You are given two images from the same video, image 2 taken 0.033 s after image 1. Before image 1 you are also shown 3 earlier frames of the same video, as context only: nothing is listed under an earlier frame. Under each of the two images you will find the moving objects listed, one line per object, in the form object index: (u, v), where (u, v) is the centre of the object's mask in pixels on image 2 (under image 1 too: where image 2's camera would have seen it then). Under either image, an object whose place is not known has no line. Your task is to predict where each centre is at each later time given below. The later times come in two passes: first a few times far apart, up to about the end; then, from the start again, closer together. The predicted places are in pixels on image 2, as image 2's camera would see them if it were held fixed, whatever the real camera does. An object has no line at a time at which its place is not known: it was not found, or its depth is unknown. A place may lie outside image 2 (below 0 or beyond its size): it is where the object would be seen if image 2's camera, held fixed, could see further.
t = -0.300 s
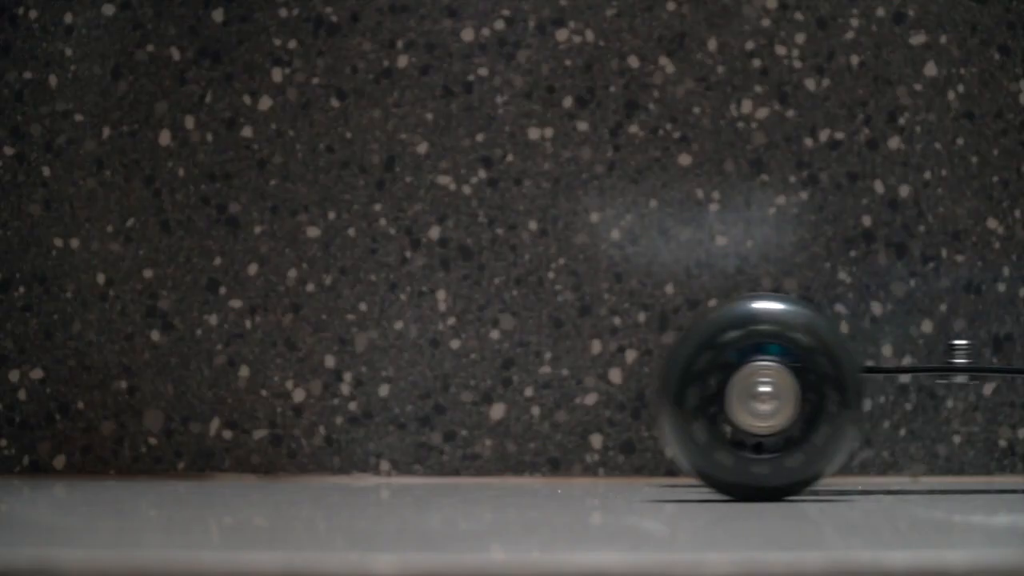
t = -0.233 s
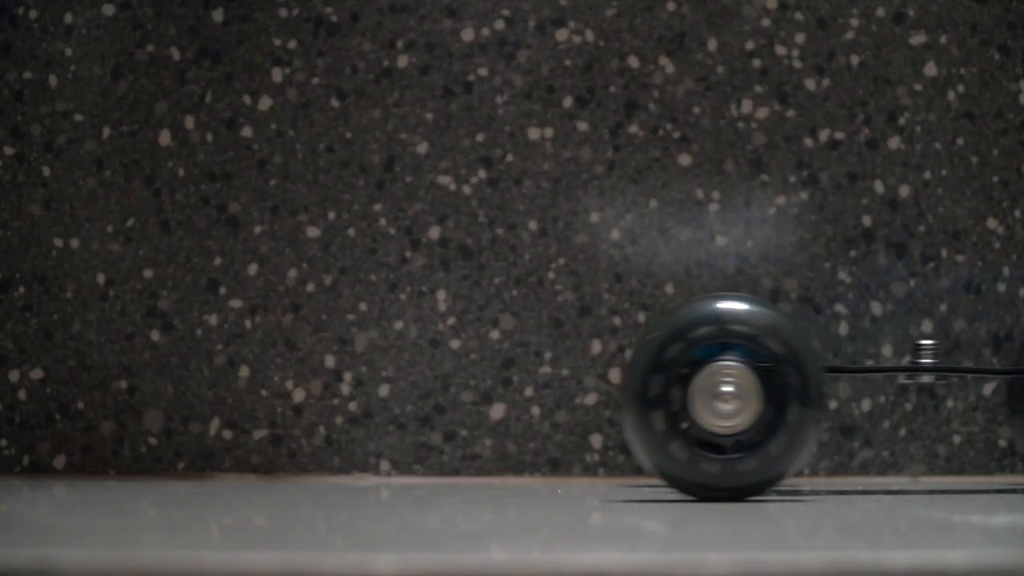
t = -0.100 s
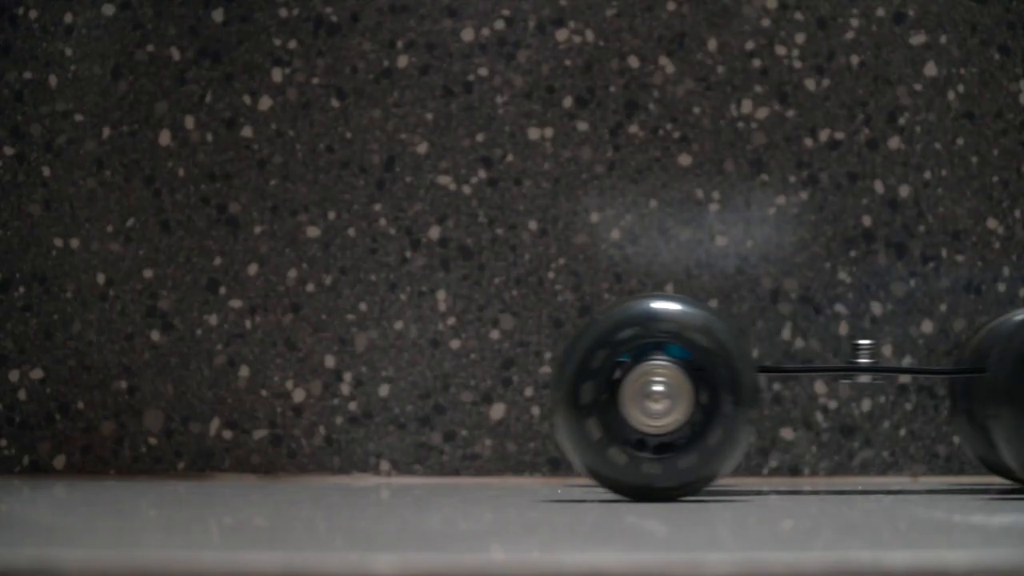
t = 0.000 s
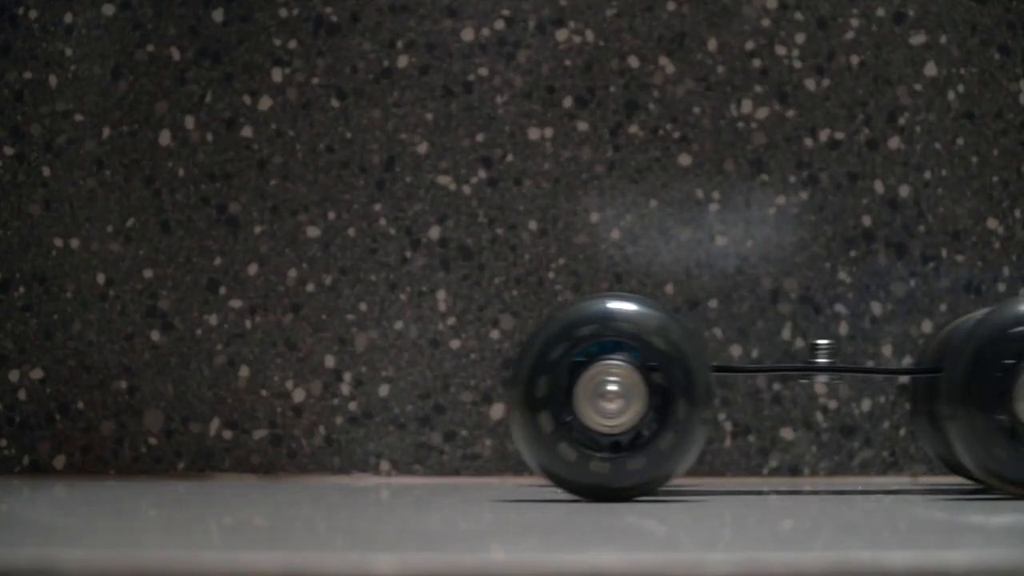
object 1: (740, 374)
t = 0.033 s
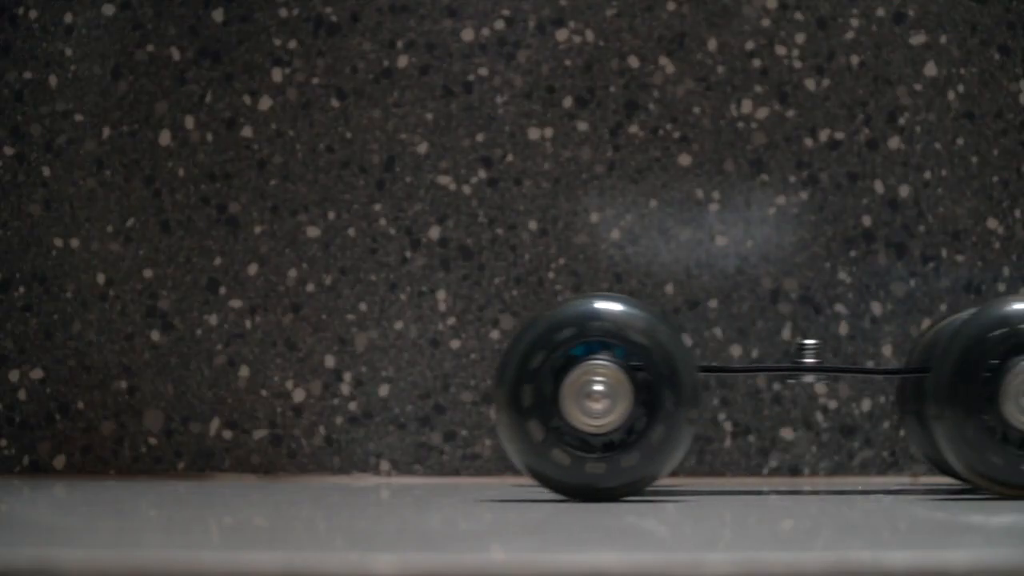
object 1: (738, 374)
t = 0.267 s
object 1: (722, 382)
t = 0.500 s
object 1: (670, 382)
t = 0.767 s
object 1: (615, 382)
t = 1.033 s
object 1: (574, 382)
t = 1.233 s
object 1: (562, 382)
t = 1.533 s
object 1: (562, 382)
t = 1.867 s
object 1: (564, 382)
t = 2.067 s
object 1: (564, 382)
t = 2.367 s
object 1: (564, 382)
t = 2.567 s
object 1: (564, 382)
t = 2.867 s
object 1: (564, 382)
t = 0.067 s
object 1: (738, 374)
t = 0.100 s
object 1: (737, 374)
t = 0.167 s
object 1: (746, 381)
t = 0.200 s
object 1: (734, 381)
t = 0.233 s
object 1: (726, 382)
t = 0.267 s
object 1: (722, 382)
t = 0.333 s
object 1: (711, 382)
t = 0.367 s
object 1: (708, 382)
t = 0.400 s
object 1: (695, 382)
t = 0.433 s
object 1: (686, 382)
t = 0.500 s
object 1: (670, 382)
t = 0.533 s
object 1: (662, 382)
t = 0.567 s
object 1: (654, 382)
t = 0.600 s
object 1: (651, 382)
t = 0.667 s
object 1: (631, 382)
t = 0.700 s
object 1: (624, 382)
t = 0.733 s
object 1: (623, 382)
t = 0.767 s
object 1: (615, 382)
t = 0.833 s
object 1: (602, 382)
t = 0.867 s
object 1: (596, 382)
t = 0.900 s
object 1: (590, 382)
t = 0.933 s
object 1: (586, 382)
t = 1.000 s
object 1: (577, 382)
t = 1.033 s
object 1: (574, 382)
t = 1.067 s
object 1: (571, 382)
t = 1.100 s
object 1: (569, 382)
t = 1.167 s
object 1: (565, 382)
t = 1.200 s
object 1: (563, 382)
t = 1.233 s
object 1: (562, 382)
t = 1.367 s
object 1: (563, 384)
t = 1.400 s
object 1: (562, 382)
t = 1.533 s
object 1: (562, 382)
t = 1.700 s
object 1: (564, 382)
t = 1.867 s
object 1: (564, 382)
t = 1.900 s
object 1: (564, 382)
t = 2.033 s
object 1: (564, 382)
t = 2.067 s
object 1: (564, 382)
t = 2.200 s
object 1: (564, 382)
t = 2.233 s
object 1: (564, 382)
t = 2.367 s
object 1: (564, 382)
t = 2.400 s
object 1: (564, 382)
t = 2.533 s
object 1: (564, 382)
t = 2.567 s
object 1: (564, 382)
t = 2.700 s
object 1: (564, 382)
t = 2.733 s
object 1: (564, 382)
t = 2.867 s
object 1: (564, 382)
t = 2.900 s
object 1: (564, 382)
